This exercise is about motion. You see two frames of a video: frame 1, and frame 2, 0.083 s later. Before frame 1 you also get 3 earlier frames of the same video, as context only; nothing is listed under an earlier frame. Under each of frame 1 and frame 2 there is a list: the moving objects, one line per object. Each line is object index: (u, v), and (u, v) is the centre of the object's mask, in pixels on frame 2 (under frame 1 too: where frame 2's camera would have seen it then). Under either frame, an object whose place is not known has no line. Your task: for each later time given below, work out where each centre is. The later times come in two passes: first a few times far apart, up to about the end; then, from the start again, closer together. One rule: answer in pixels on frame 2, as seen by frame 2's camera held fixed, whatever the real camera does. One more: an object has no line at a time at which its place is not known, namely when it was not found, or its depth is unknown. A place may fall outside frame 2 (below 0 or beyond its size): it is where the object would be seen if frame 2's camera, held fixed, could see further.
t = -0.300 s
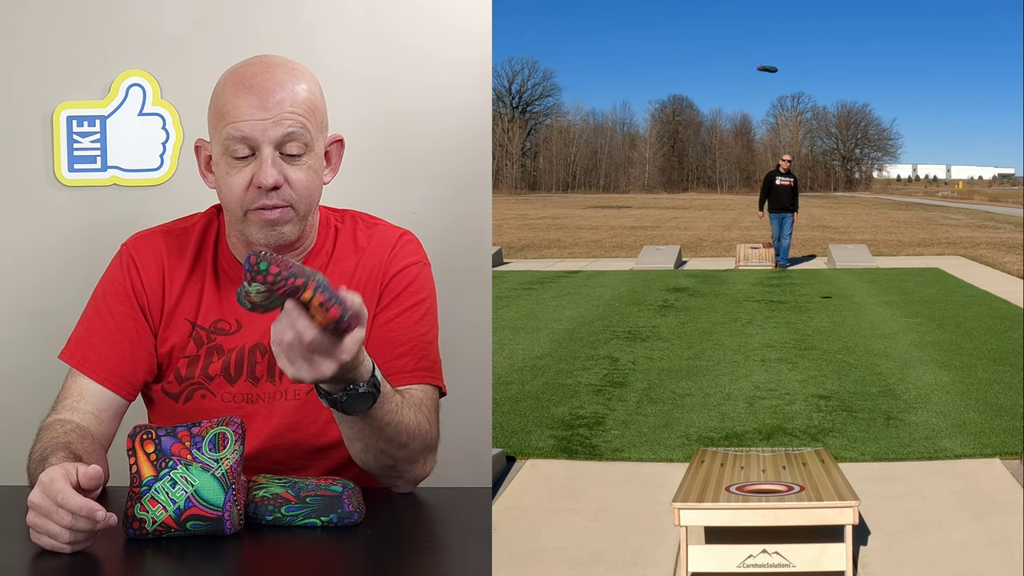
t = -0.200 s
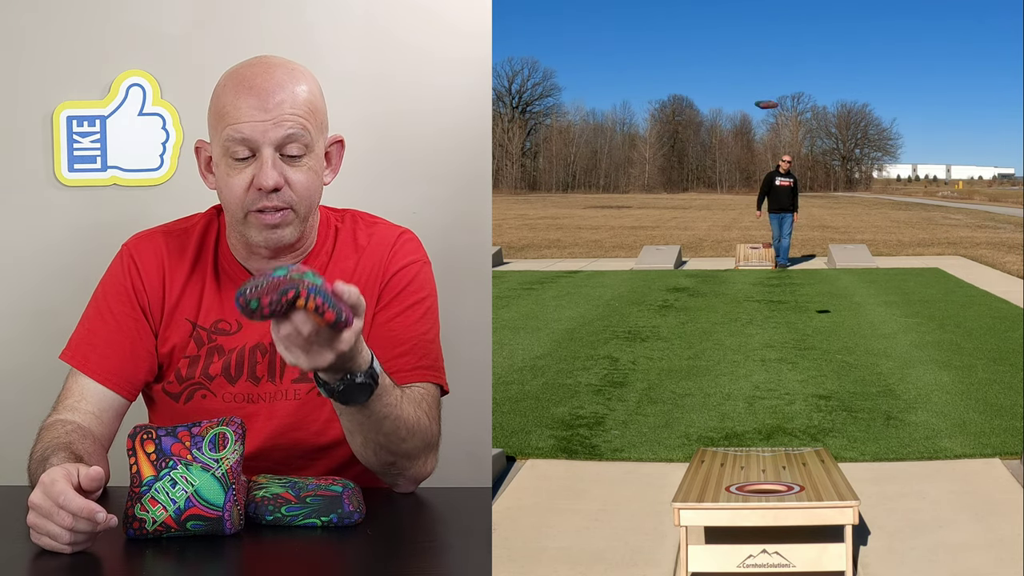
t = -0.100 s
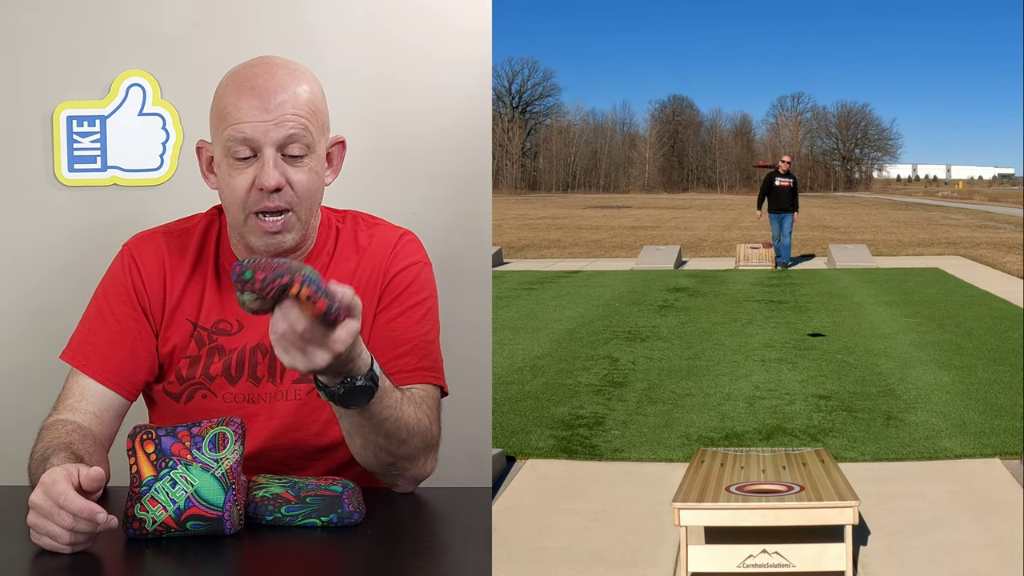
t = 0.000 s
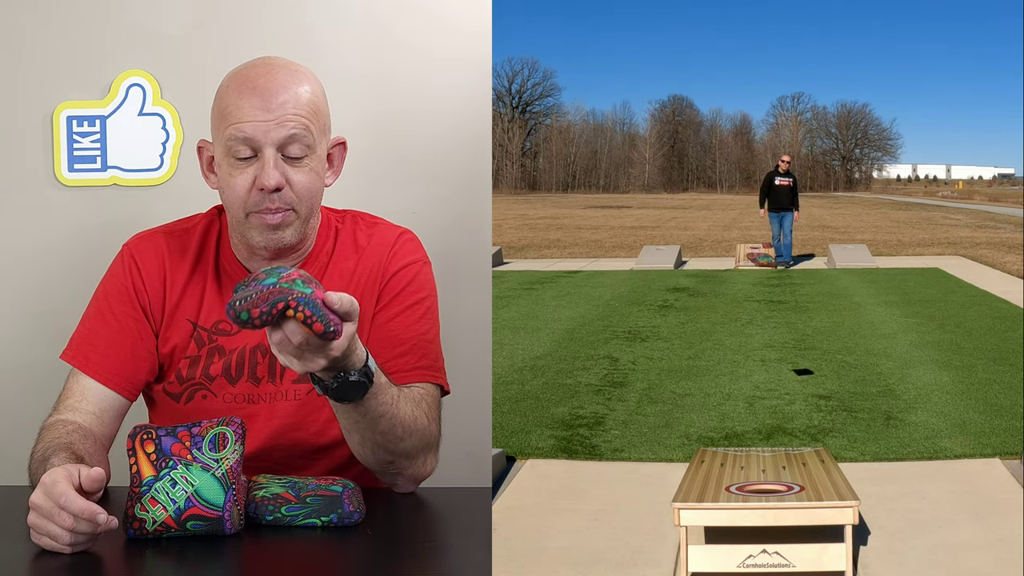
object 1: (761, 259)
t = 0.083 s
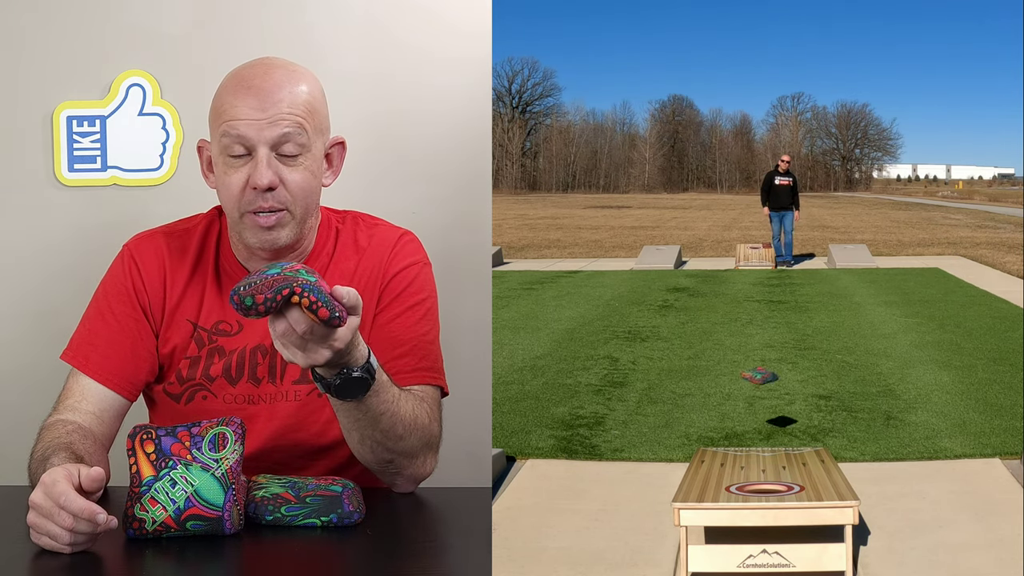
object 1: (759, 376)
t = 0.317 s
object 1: (748, 466)
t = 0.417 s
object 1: (743, 473)
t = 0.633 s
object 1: (733, 484)
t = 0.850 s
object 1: (734, 484)
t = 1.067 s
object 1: (733, 484)
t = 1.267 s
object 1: (733, 484)
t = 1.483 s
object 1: (733, 484)
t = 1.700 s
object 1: (733, 484)
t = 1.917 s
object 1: (733, 484)
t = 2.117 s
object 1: (733, 484)
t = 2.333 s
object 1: (733, 484)
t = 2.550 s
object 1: (734, 485)
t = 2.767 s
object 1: (733, 484)
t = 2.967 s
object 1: (733, 484)
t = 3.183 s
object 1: (733, 484)
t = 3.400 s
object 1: (733, 484)
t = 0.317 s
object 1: (748, 466)
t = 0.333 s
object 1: (747, 467)
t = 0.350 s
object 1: (746, 468)
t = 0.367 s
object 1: (745, 470)
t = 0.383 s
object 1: (744, 471)
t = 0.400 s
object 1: (744, 472)
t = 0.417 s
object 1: (743, 473)
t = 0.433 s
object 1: (742, 474)
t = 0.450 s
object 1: (740, 475)
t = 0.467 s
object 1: (740, 476)
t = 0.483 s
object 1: (739, 477)
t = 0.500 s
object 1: (738, 478)
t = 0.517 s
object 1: (737, 479)
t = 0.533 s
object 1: (736, 480)
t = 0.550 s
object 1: (736, 480)
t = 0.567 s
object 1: (735, 481)
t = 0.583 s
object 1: (735, 482)
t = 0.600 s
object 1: (734, 483)
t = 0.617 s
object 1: (734, 484)
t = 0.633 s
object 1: (733, 484)
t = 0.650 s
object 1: (732, 484)
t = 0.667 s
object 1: (734, 484)
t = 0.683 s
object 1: (734, 485)
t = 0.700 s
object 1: (733, 484)
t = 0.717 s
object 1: (734, 484)
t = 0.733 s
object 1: (734, 484)
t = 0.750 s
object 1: (733, 484)
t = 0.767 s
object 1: (734, 484)
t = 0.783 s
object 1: (734, 484)
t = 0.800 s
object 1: (734, 484)
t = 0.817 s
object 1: (734, 484)
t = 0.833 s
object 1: (734, 484)
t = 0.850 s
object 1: (734, 484)
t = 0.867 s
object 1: (734, 484)
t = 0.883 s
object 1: (734, 484)
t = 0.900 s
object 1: (733, 484)
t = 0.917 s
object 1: (734, 484)
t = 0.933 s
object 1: (734, 484)
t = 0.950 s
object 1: (734, 484)
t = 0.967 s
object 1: (734, 484)
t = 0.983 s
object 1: (733, 484)
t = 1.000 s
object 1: (733, 484)
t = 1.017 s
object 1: (733, 484)
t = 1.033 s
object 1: (733, 484)
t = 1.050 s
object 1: (733, 484)
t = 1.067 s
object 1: (733, 484)
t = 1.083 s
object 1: (733, 484)
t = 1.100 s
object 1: (733, 484)
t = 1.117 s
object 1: (733, 484)
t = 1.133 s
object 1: (733, 484)
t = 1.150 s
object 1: (734, 484)
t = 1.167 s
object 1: (733, 484)
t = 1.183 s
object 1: (733, 484)
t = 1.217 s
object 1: (733, 484)
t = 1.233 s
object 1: (734, 485)
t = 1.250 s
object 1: (733, 484)
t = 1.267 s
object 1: (733, 484)
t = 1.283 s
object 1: (733, 484)
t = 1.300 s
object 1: (733, 484)
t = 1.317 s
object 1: (734, 484)
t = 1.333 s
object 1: (734, 484)
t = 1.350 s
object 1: (734, 484)
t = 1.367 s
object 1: (734, 484)
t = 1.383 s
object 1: (734, 484)
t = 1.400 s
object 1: (734, 484)
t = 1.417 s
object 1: (734, 484)
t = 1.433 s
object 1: (734, 484)
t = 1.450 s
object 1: (734, 484)
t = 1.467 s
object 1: (733, 485)
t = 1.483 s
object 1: (733, 484)
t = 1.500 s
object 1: (733, 485)
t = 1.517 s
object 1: (734, 485)
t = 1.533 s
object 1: (733, 485)
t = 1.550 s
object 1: (734, 484)
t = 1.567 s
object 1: (733, 484)
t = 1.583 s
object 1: (734, 484)
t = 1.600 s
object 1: (734, 484)
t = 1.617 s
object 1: (733, 484)
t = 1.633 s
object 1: (734, 484)
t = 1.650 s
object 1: (733, 484)
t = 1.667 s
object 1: (733, 484)
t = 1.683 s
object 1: (733, 484)
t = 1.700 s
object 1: (733, 484)
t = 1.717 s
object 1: (733, 484)
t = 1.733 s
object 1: (733, 484)
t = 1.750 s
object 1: (734, 484)
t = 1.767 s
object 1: (733, 485)
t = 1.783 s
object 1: (733, 484)
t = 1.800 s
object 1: (733, 484)
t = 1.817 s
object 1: (733, 484)
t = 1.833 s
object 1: (733, 484)
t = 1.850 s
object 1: (733, 484)
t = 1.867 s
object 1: (734, 484)
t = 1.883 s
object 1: (734, 484)
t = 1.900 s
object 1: (733, 484)
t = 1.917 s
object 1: (733, 484)
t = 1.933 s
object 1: (733, 484)
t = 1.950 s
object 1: (733, 484)
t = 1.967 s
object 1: (733, 484)
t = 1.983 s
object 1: (733, 484)
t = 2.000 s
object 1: (733, 484)
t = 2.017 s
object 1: (733, 484)
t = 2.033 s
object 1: (734, 484)
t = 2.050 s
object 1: (733, 484)
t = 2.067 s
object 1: (733, 484)
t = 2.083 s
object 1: (734, 484)
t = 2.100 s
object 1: (733, 484)
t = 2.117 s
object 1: (733, 484)
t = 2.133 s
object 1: (733, 484)
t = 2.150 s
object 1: (733, 484)
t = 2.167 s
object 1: (733, 484)
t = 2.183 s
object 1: (733, 484)
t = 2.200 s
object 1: (733, 484)
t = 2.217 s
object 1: (733, 484)
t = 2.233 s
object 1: (733, 484)
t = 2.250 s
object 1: (734, 485)
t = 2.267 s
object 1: (734, 484)
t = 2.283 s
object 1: (734, 484)
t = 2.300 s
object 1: (733, 484)
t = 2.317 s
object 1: (733, 484)
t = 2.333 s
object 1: (733, 484)
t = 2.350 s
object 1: (734, 484)
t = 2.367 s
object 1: (733, 484)
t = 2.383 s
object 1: (733, 484)
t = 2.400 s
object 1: (734, 485)
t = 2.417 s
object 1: (734, 485)
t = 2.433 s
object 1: (734, 485)
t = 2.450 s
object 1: (734, 485)
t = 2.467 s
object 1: (734, 485)
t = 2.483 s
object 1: (734, 485)
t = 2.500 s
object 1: (734, 485)
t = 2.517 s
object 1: (734, 485)
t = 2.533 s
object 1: (734, 485)
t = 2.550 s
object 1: (734, 485)
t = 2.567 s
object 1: (734, 485)
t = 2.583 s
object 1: (734, 485)
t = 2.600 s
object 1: (734, 485)
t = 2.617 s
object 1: (734, 485)
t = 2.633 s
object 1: (734, 485)
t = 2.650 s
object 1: (734, 485)
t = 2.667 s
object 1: (734, 485)
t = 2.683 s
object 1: (734, 485)
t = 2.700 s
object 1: (734, 485)
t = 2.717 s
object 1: (734, 485)
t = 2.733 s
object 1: (734, 485)
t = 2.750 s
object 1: (734, 485)
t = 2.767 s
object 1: (733, 484)
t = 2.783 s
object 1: (734, 485)
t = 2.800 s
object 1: (733, 484)
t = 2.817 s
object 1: (733, 484)
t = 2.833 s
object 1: (733, 484)
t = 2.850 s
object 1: (733, 484)
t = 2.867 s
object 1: (733, 484)
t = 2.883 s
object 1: (733, 484)
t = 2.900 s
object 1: (733, 484)
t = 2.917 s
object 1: (734, 484)
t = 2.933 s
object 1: (734, 484)
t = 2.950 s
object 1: (733, 484)
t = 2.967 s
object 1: (733, 484)
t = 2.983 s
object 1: (733, 484)
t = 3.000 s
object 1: (733, 484)
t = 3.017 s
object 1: (733, 484)
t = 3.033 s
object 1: (733, 484)
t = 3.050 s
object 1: (733, 484)
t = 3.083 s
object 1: (733, 484)
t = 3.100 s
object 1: (733, 484)
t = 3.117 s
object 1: (733, 484)
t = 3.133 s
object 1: (733, 484)
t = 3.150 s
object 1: (733, 484)
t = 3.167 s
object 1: (733, 484)
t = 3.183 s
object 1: (733, 484)
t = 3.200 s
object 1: (733, 484)
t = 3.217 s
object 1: (733, 484)
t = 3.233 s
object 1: (733, 484)
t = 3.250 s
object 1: (733, 484)
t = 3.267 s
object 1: (733, 484)
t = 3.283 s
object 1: (733, 484)
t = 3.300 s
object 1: (733, 484)
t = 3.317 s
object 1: (733, 484)
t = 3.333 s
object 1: (733, 484)
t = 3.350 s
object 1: (733, 484)
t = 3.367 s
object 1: (733, 484)
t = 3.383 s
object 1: (733, 484)
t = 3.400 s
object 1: (733, 484)
